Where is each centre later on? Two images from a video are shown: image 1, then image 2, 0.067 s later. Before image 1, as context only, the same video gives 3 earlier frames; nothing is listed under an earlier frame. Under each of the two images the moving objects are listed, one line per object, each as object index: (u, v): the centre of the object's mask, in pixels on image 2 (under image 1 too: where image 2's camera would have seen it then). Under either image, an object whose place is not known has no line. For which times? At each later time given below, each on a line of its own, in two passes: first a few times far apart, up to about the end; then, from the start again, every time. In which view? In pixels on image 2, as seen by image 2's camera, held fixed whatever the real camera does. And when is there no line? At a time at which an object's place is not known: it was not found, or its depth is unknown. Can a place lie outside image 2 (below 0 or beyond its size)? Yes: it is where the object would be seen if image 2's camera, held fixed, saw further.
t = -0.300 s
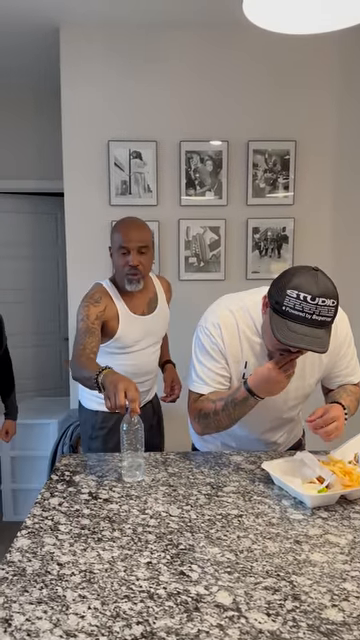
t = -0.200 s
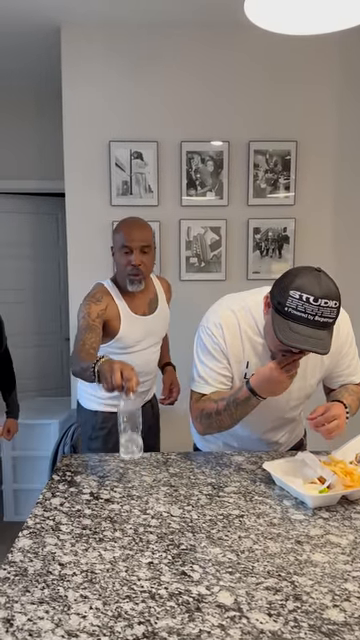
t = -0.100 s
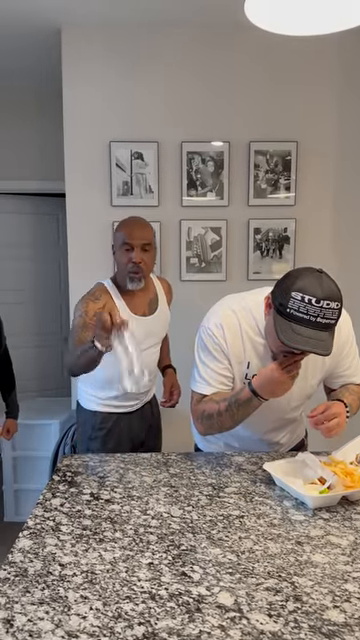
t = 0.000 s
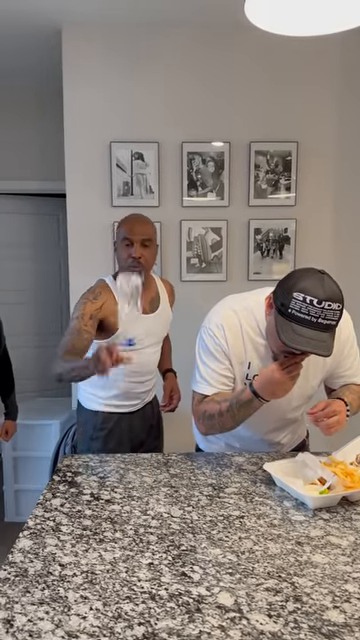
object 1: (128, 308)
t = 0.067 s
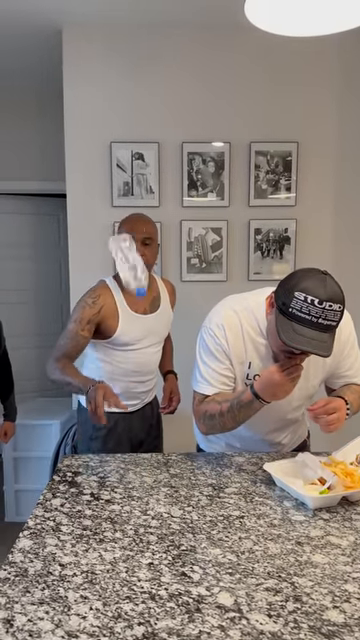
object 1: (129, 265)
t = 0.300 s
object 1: (112, 244)
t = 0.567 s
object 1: (101, 486)
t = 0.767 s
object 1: (91, 481)
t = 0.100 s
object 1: (127, 244)
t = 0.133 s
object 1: (124, 230)
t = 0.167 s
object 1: (121, 223)
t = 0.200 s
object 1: (119, 221)
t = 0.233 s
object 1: (116, 223)
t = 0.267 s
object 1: (114, 231)
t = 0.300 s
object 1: (112, 244)
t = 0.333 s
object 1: (110, 262)
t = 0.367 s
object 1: (107, 283)
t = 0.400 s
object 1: (106, 309)
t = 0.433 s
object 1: (104, 342)
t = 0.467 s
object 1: (105, 385)
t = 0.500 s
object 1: (104, 422)
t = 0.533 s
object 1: (102, 463)
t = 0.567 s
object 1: (101, 486)
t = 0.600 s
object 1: (98, 481)
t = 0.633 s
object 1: (98, 479)
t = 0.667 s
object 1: (96, 479)
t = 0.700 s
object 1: (94, 480)
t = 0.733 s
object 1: (93, 481)
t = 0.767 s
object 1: (91, 481)
